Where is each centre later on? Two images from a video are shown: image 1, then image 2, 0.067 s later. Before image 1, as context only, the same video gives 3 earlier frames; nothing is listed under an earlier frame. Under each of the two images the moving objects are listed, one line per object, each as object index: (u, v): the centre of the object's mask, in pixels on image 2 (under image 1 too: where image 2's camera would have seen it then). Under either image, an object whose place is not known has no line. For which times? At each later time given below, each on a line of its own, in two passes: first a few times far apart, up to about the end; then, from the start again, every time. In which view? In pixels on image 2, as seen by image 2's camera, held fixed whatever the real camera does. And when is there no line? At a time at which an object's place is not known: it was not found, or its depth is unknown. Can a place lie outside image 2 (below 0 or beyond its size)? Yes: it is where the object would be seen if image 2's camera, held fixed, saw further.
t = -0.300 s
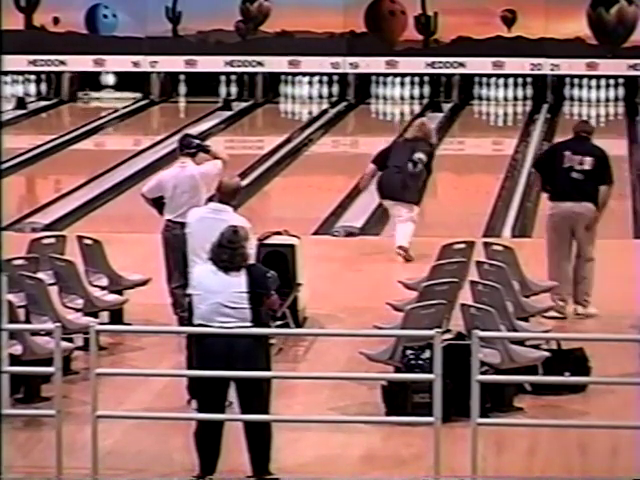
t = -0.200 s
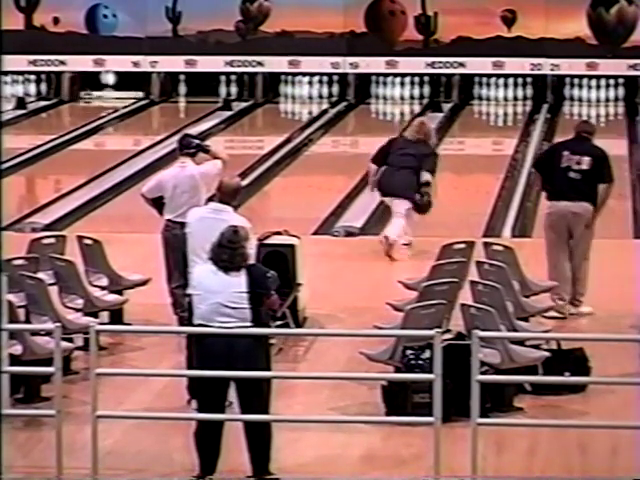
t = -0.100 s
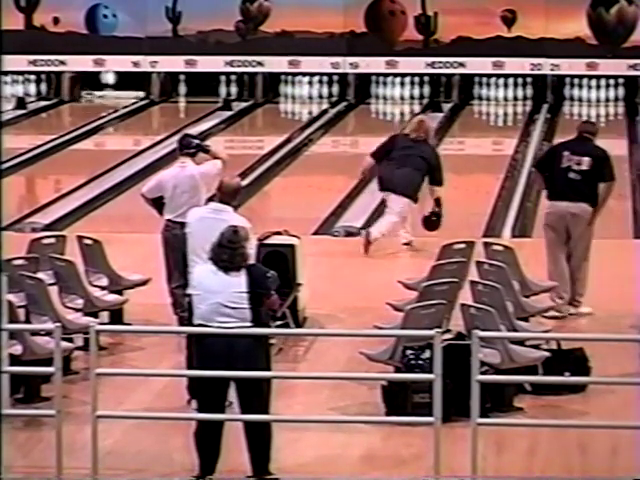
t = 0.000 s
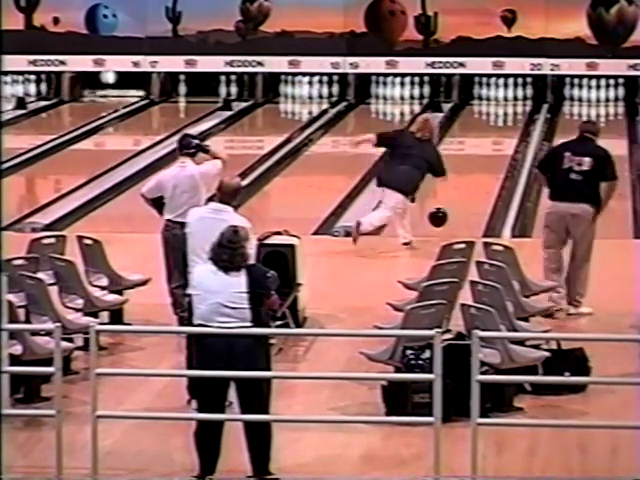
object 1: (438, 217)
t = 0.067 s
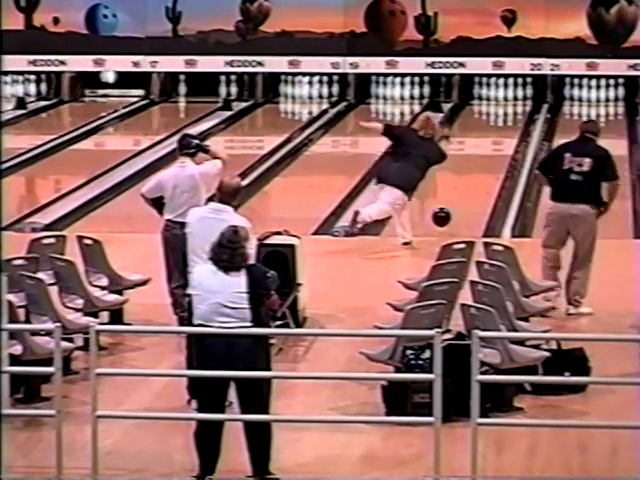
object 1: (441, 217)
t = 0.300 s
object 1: (453, 205)
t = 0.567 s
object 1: (464, 186)
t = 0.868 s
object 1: (475, 168)
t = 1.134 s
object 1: (483, 153)
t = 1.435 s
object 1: (491, 139)
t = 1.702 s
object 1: (496, 127)
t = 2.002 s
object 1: (501, 116)
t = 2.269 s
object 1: (502, 107)
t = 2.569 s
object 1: (503, 99)
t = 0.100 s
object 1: (442, 219)
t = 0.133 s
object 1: (444, 218)
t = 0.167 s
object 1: (446, 215)
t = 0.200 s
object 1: (448, 213)
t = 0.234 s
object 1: (449, 210)
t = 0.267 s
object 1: (451, 207)
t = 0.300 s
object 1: (453, 205)
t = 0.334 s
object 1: (455, 202)
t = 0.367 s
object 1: (456, 200)
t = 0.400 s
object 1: (457, 197)
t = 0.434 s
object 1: (459, 195)
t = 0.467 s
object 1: (460, 193)
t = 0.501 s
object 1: (462, 190)
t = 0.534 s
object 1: (463, 188)
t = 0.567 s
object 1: (464, 186)
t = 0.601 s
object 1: (466, 184)
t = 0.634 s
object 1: (467, 182)
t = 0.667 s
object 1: (468, 180)
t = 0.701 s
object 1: (469, 178)
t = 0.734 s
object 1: (471, 176)
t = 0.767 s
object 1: (472, 174)
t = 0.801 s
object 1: (473, 172)
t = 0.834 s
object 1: (474, 170)
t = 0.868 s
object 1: (475, 168)
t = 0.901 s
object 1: (476, 166)
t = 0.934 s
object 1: (477, 164)
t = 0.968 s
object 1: (479, 162)
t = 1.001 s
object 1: (479, 160)
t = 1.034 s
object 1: (481, 159)
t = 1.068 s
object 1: (481, 157)
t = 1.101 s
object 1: (482, 155)
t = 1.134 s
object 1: (483, 153)
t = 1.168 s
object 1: (484, 152)
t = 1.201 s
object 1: (485, 150)
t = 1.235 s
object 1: (486, 148)
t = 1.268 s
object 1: (487, 146)
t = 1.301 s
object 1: (487, 145)
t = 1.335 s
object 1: (489, 143)
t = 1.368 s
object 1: (490, 141)
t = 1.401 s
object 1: (490, 140)
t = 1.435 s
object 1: (491, 139)
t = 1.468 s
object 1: (492, 137)
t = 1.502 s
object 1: (492, 136)
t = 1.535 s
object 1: (493, 134)
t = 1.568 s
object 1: (494, 133)
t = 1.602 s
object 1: (495, 132)
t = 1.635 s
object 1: (495, 130)
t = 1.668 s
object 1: (496, 128)
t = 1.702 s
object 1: (496, 127)
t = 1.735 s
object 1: (497, 126)
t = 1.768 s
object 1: (498, 124)
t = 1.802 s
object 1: (498, 123)
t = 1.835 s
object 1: (499, 122)
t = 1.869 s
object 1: (500, 120)
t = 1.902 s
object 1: (500, 120)
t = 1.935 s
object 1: (501, 118)
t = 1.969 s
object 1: (501, 117)
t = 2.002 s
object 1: (501, 116)
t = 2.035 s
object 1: (502, 114)
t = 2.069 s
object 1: (501, 114)
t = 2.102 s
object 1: (502, 112)
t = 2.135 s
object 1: (502, 111)
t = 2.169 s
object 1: (502, 110)
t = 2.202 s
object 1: (502, 109)
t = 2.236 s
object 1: (503, 108)
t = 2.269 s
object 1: (502, 107)
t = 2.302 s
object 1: (503, 106)
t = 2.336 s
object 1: (503, 105)
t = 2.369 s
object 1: (503, 104)
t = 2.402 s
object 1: (503, 103)
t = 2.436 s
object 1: (503, 102)
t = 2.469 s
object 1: (503, 102)
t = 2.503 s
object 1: (503, 101)
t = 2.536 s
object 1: (503, 100)
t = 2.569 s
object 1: (503, 99)
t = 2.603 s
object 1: (503, 99)
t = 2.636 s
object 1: (503, 98)
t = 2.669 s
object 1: (503, 97)
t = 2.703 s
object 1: (503, 96)
